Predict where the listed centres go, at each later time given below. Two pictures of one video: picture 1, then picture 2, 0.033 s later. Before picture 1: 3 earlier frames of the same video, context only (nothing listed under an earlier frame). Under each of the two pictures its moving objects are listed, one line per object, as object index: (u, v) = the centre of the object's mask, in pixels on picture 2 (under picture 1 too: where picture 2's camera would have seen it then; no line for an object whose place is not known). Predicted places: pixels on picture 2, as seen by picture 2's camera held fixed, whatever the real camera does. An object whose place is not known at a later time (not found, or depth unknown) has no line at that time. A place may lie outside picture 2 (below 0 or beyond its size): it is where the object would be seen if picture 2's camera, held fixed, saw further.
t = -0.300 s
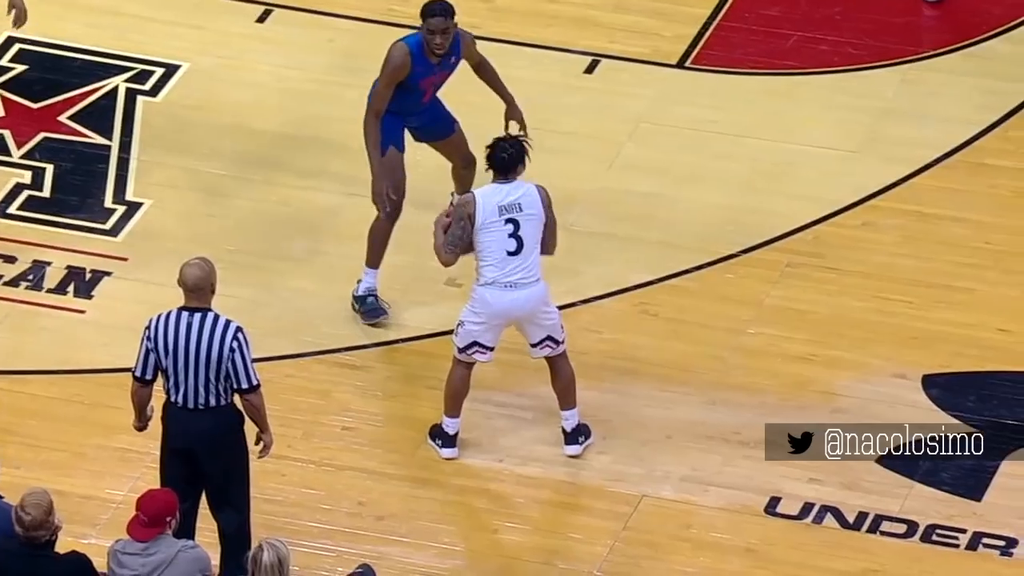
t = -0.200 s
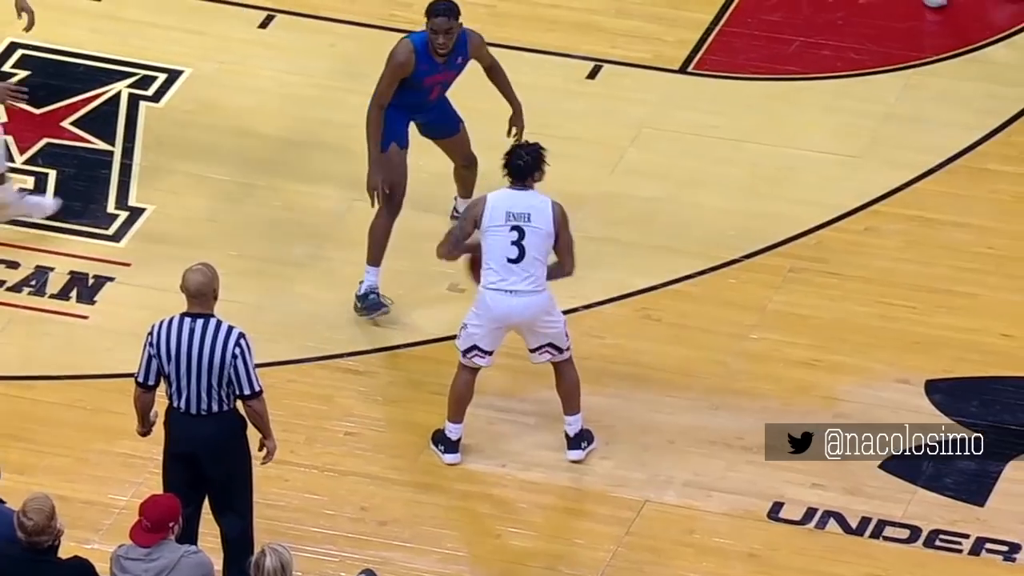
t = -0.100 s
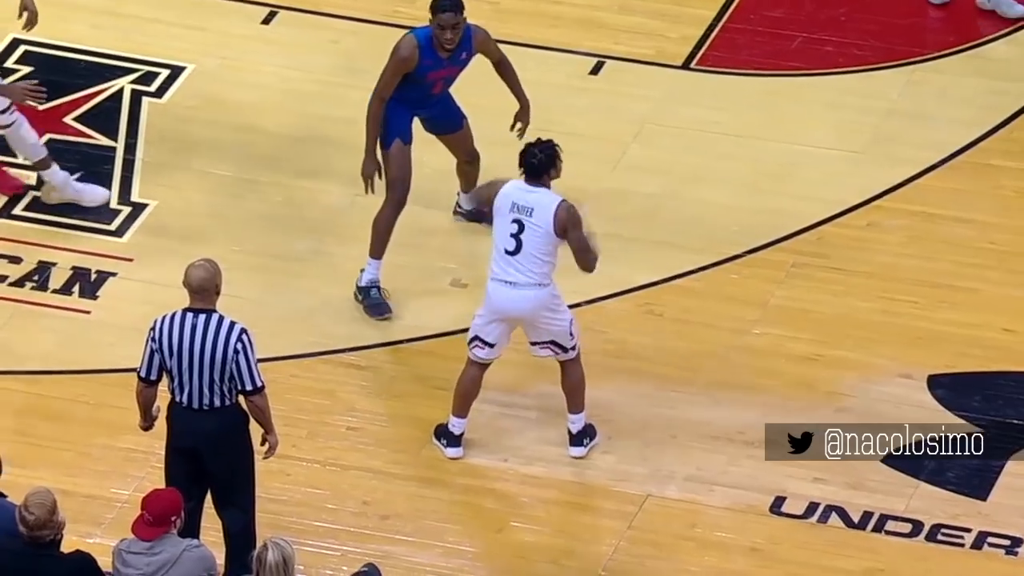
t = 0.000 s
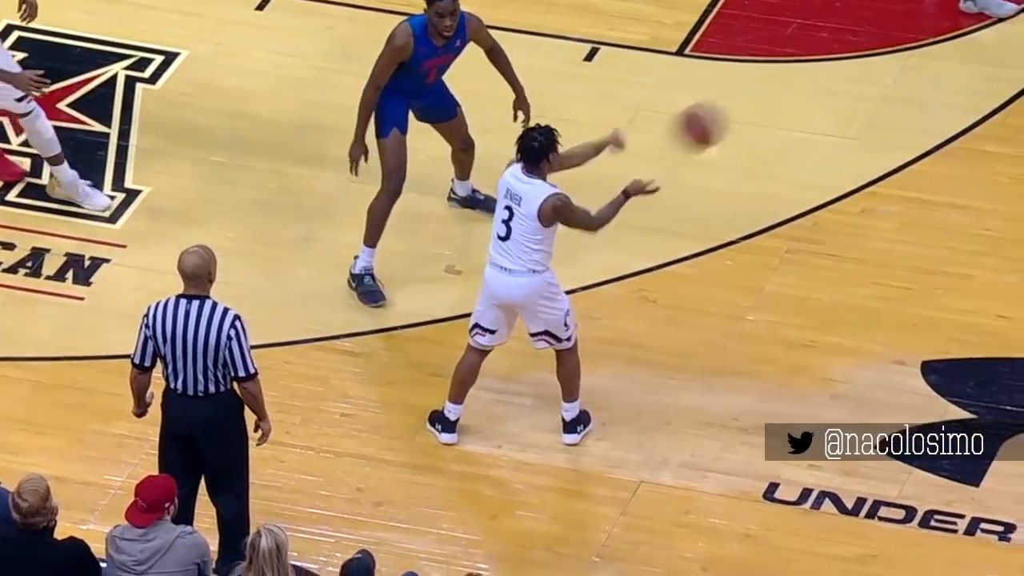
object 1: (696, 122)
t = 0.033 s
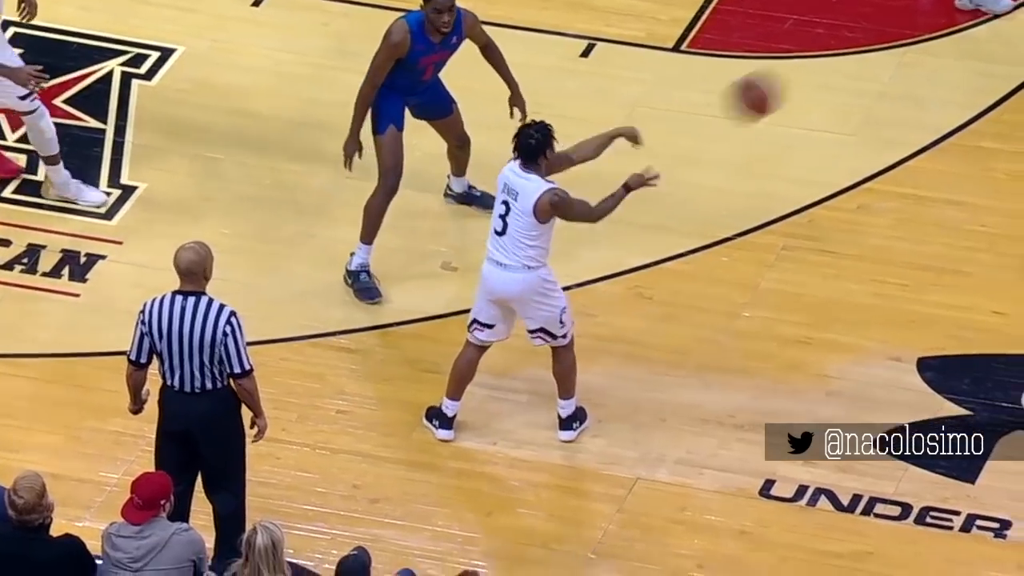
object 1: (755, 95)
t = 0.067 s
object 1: (816, 68)
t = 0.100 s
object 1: (877, 41)
